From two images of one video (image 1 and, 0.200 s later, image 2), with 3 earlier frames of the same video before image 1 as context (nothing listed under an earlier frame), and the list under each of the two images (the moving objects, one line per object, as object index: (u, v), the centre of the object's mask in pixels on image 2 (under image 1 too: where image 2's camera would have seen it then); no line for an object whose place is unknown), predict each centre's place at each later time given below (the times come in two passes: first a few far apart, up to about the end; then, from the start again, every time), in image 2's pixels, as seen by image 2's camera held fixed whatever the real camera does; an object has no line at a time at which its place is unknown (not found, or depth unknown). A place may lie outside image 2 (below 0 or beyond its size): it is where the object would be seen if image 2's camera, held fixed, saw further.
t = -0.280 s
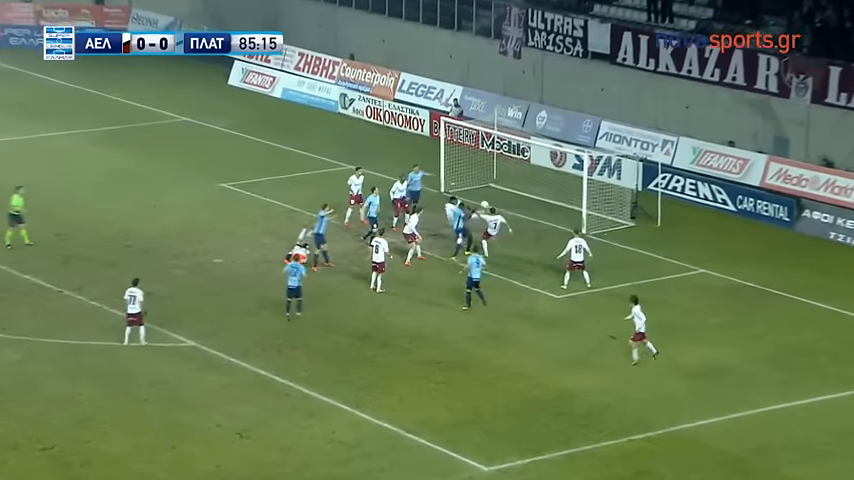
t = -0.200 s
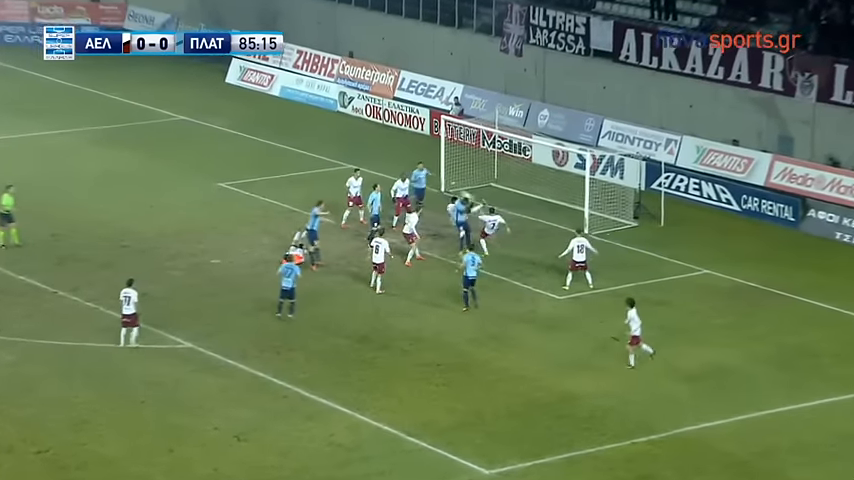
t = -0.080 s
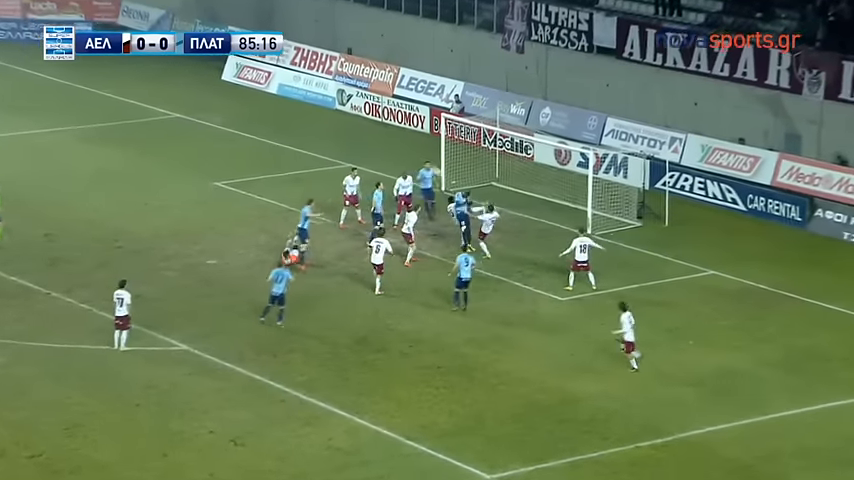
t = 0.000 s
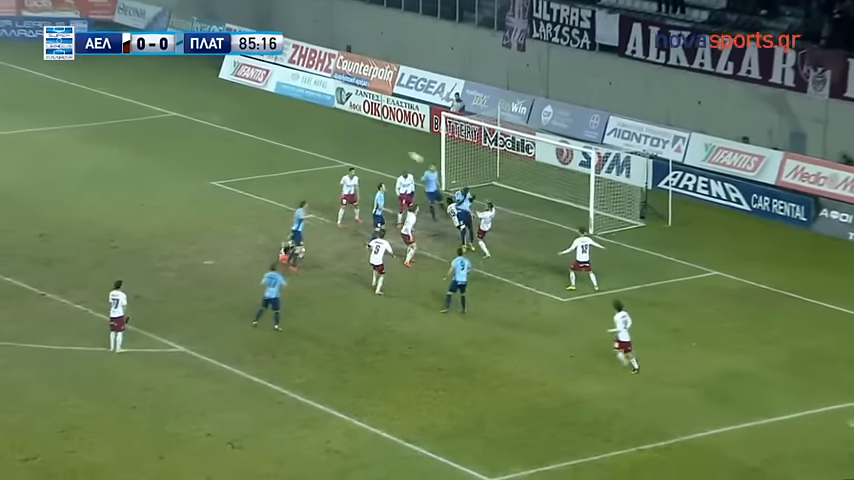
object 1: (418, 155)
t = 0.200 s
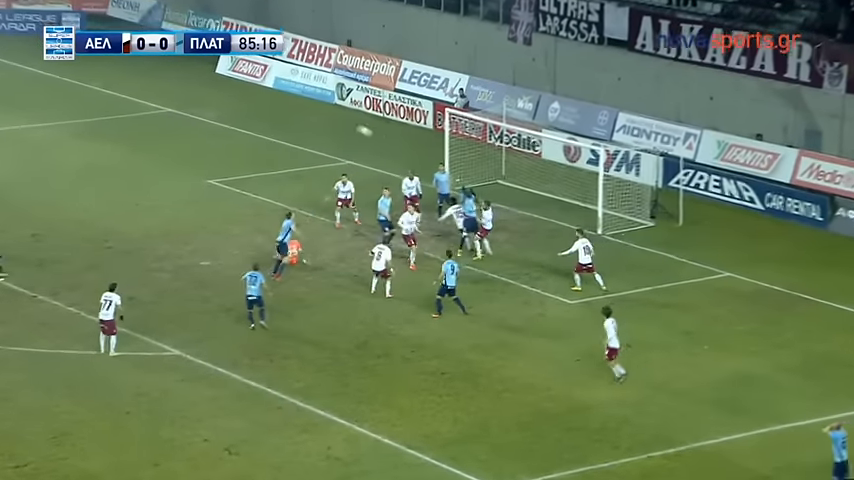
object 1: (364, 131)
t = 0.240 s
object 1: (354, 128)
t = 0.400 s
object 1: (309, 123)
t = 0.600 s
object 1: (255, 130)
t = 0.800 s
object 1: (203, 154)
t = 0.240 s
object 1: (354, 128)
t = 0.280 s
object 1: (342, 126)
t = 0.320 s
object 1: (332, 124)
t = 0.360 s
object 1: (320, 123)
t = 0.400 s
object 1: (309, 123)
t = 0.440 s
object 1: (298, 123)
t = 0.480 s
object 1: (287, 124)
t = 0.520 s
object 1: (276, 124)
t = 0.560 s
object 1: (266, 127)
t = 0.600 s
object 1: (255, 130)
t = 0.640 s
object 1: (244, 134)
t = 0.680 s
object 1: (233, 137)
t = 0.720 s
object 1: (223, 142)
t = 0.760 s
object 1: (213, 148)
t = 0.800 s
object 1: (203, 154)
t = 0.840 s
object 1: (192, 161)
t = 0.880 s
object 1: (181, 168)
